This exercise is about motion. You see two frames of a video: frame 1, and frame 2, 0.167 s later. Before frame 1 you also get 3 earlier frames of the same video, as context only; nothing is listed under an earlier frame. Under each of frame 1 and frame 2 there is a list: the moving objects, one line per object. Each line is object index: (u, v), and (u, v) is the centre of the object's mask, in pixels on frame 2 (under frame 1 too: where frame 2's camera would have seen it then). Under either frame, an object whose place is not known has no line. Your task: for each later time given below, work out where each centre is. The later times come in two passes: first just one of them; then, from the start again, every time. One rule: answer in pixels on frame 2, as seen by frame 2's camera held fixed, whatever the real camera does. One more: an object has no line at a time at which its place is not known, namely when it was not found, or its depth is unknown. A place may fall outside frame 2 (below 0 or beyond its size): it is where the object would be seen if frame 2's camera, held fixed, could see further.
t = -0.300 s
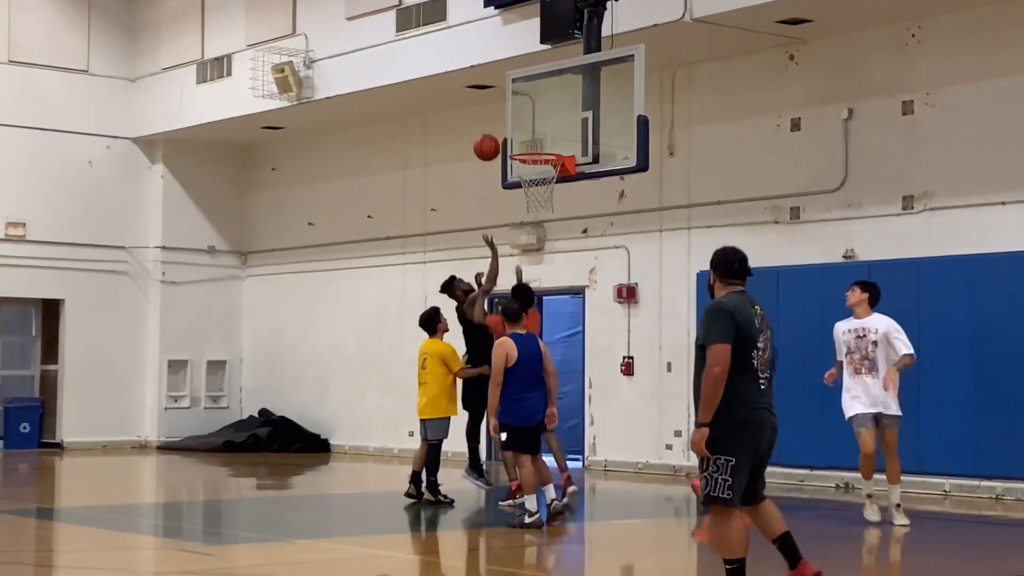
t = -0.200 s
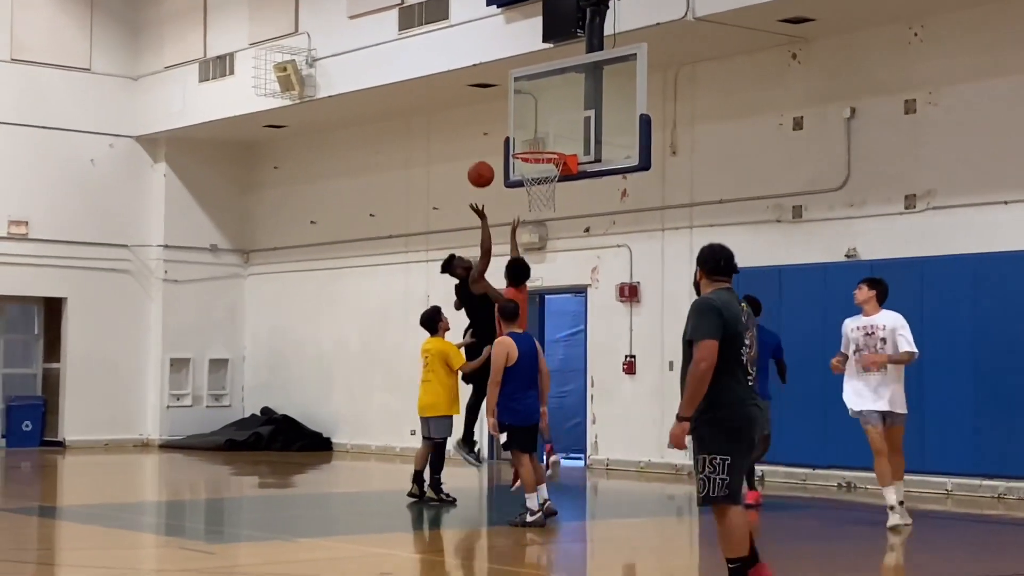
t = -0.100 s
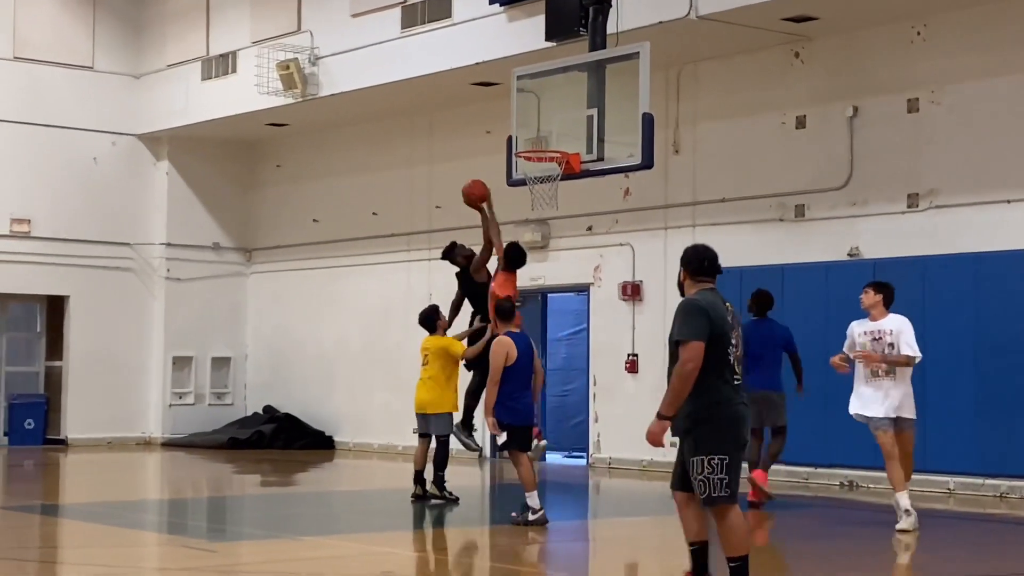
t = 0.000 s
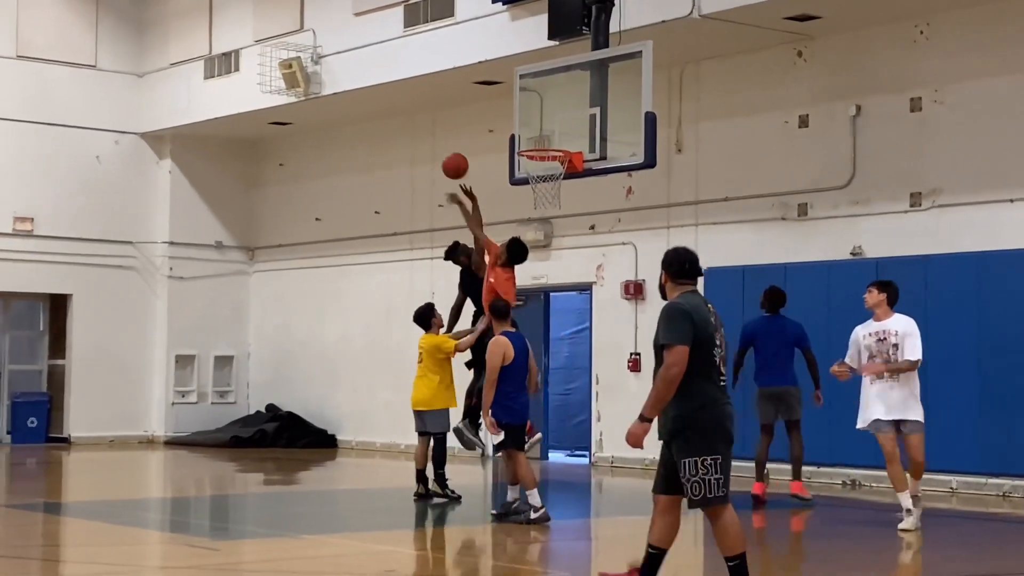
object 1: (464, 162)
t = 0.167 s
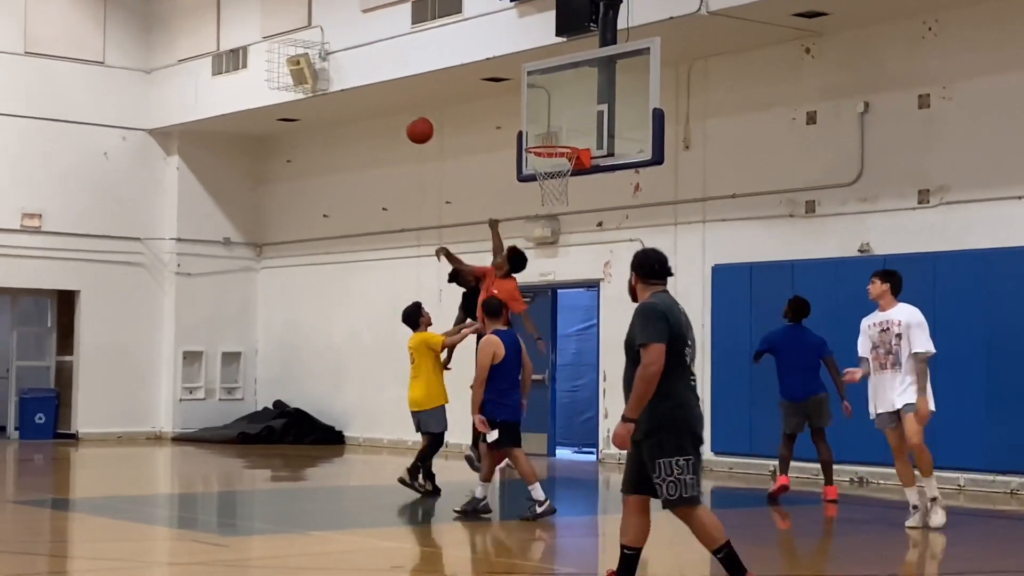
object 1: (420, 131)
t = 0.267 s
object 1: (393, 126)
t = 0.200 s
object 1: (411, 128)
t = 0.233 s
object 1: (402, 126)
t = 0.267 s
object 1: (393, 126)
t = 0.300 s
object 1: (384, 127)
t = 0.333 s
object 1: (375, 129)
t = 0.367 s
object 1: (366, 132)
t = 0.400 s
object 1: (356, 137)
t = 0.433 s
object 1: (348, 143)
